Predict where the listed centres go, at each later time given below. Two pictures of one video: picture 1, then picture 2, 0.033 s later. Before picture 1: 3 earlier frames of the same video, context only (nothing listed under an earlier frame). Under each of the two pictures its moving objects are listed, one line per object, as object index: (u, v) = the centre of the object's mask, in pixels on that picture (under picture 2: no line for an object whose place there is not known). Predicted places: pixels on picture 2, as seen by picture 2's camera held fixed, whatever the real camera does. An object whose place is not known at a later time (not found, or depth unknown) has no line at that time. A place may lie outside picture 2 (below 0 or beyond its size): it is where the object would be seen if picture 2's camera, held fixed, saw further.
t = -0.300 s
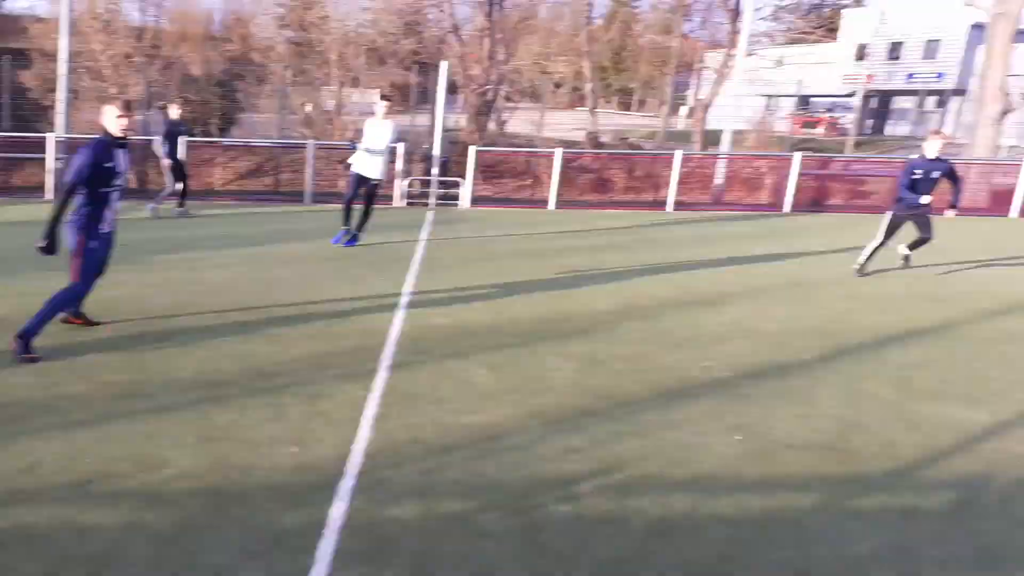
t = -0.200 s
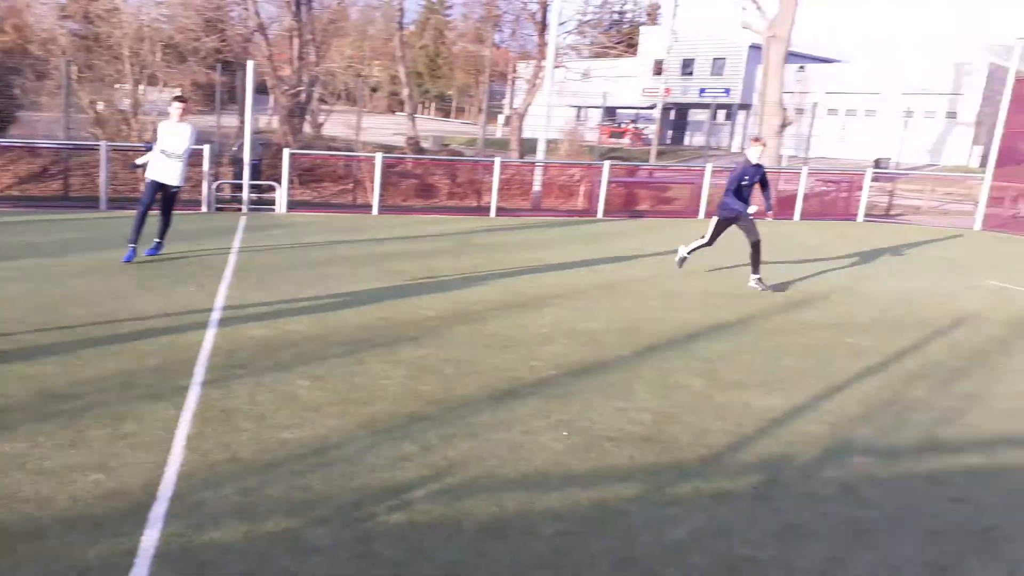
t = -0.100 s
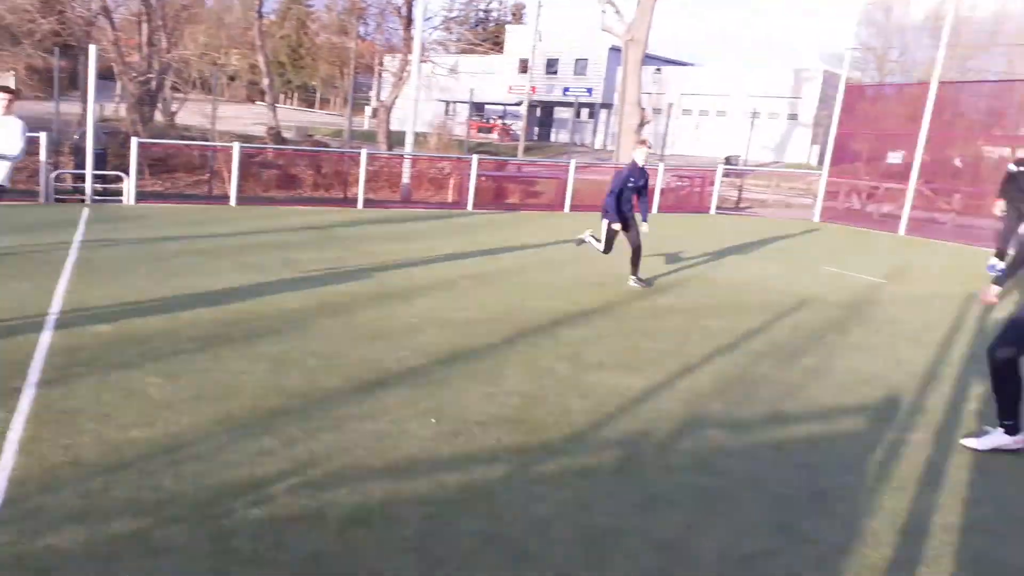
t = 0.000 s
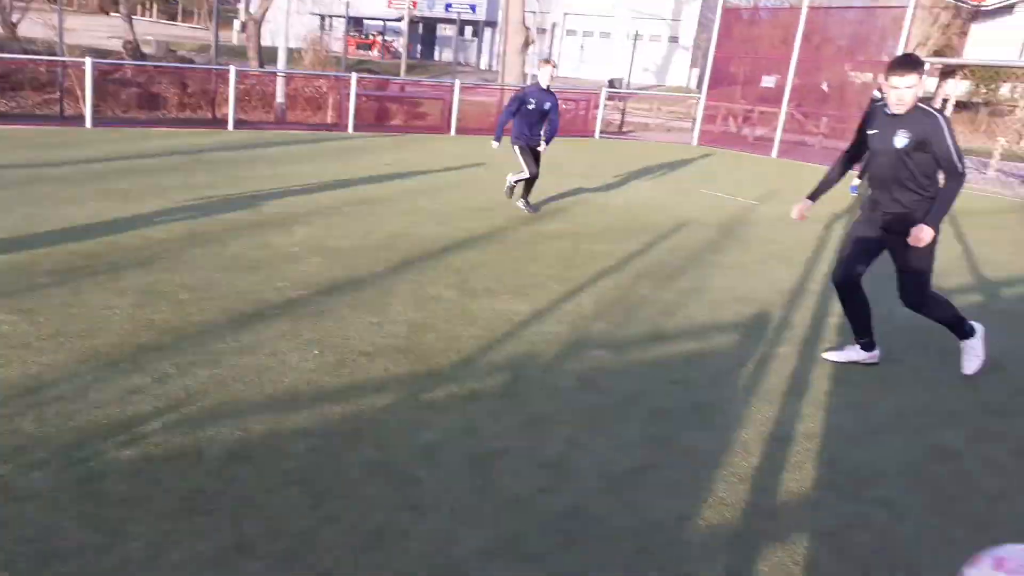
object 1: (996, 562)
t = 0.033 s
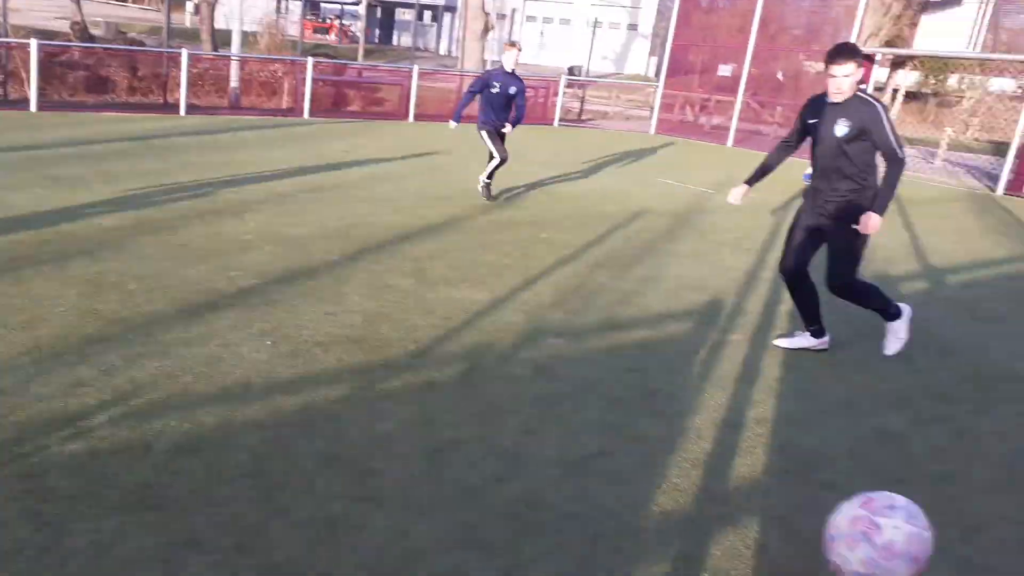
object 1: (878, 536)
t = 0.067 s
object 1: (806, 512)
